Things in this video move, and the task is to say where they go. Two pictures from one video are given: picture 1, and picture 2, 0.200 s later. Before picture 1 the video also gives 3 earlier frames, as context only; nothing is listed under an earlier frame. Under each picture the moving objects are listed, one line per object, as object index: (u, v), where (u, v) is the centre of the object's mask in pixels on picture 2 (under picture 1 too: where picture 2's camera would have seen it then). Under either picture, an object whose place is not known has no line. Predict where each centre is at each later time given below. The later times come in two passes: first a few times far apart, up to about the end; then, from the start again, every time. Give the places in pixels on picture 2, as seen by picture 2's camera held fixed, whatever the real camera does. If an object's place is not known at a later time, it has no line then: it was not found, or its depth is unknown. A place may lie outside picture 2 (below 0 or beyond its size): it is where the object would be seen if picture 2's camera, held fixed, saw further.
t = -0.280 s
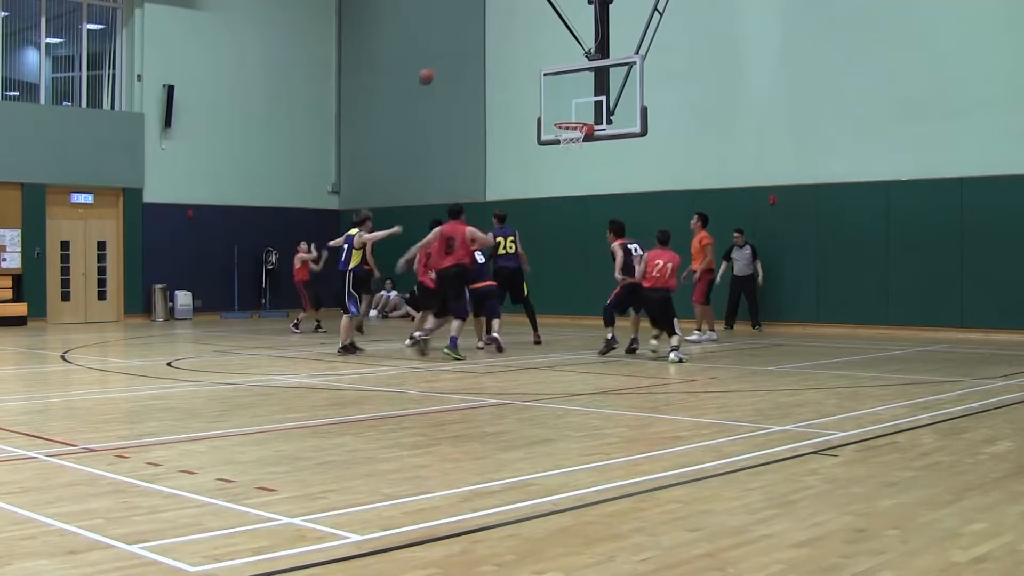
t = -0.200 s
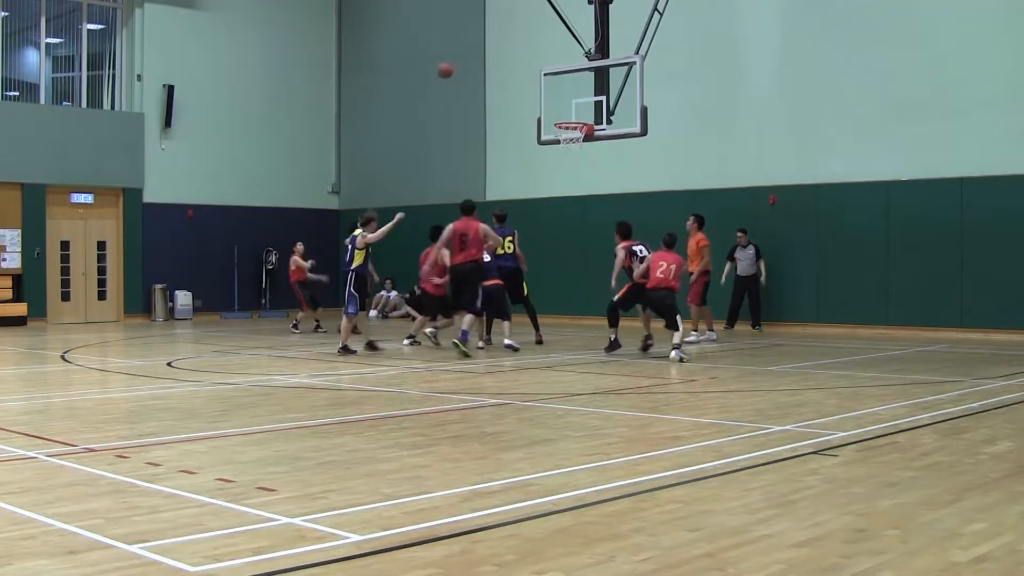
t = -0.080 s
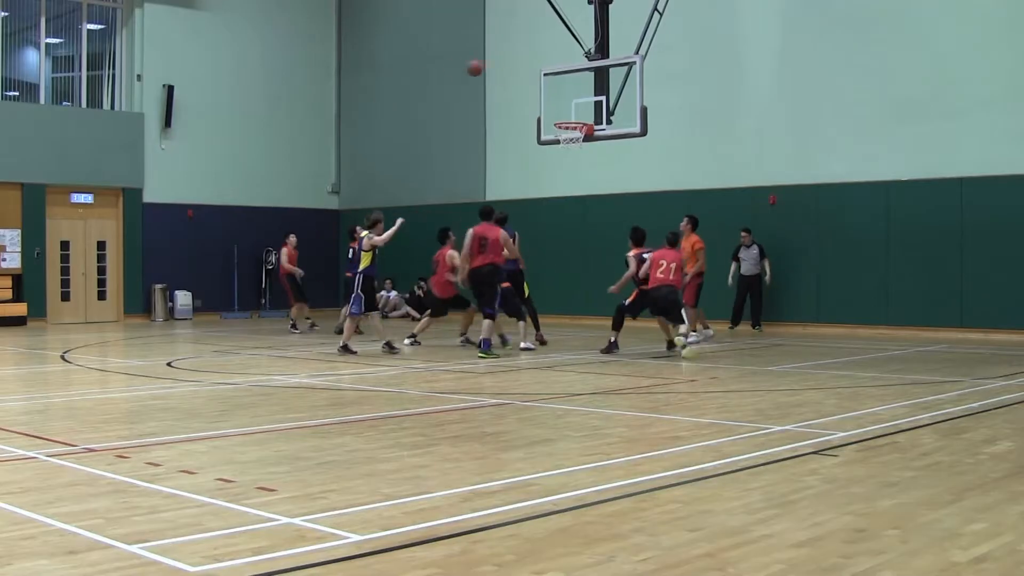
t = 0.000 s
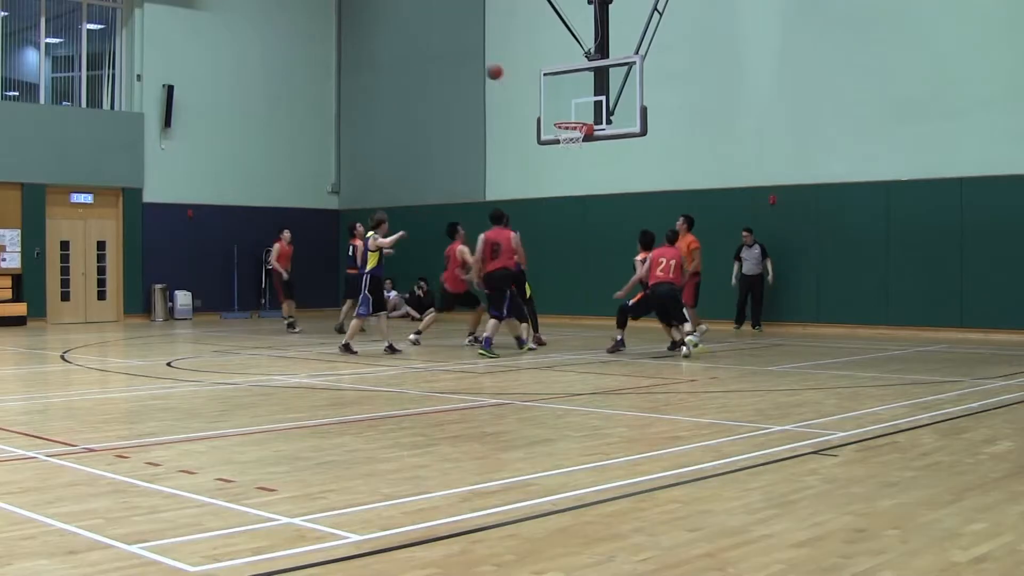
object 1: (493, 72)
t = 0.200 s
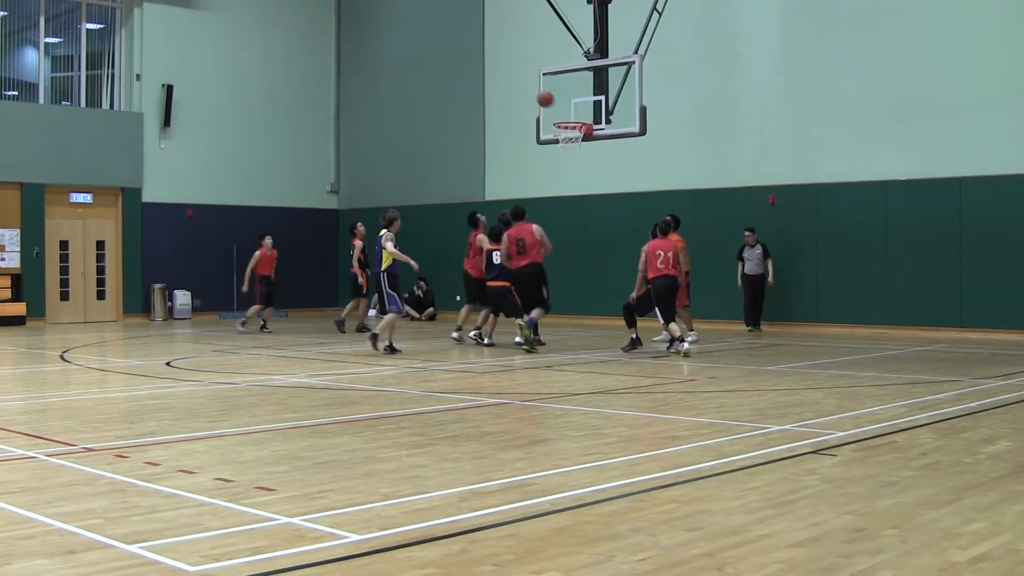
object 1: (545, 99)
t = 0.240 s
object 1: (555, 108)
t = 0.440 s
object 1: (590, 102)
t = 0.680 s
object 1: (630, 111)
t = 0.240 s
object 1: (555, 108)
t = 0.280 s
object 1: (566, 116)
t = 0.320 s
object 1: (572, 113)
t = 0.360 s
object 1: (578, 109)
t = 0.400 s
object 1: (584, 105)
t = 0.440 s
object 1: (590, 102)
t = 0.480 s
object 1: (597, 101)
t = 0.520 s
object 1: (603, 100)
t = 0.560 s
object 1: (610, 101)
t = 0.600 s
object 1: (617, 103)
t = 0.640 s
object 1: (623, 106)
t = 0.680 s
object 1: (630, 111)
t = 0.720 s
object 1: (636, 116)
